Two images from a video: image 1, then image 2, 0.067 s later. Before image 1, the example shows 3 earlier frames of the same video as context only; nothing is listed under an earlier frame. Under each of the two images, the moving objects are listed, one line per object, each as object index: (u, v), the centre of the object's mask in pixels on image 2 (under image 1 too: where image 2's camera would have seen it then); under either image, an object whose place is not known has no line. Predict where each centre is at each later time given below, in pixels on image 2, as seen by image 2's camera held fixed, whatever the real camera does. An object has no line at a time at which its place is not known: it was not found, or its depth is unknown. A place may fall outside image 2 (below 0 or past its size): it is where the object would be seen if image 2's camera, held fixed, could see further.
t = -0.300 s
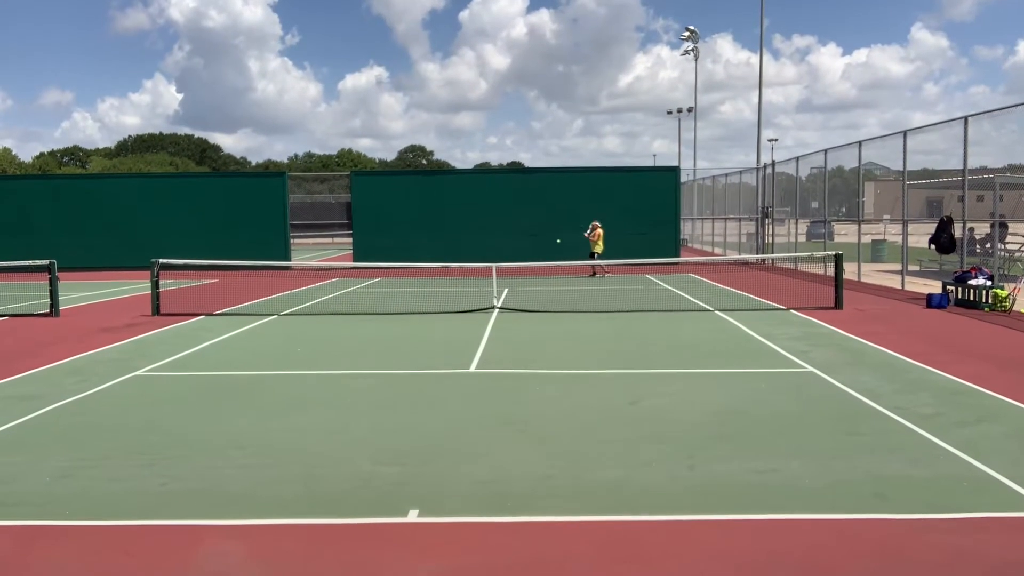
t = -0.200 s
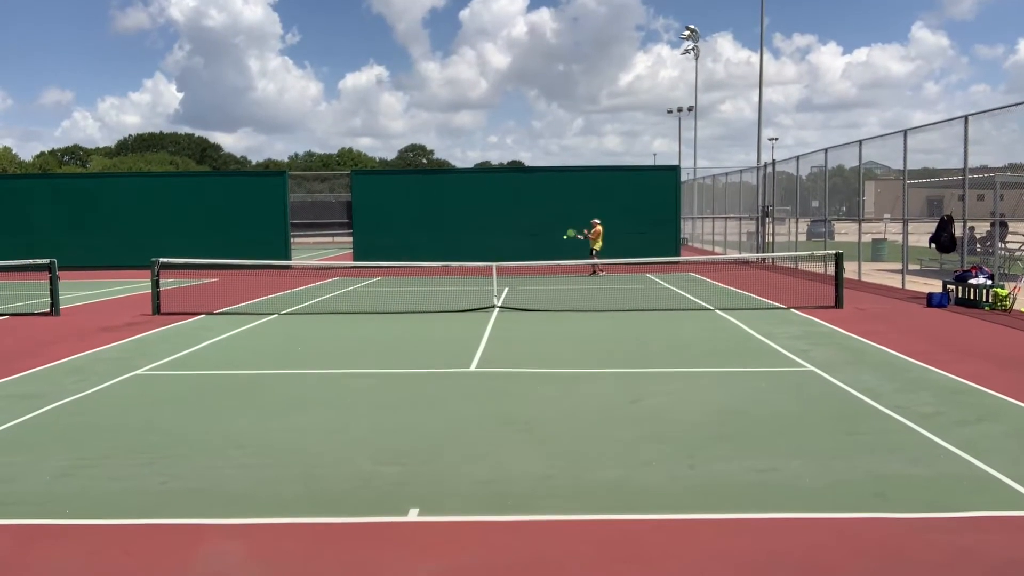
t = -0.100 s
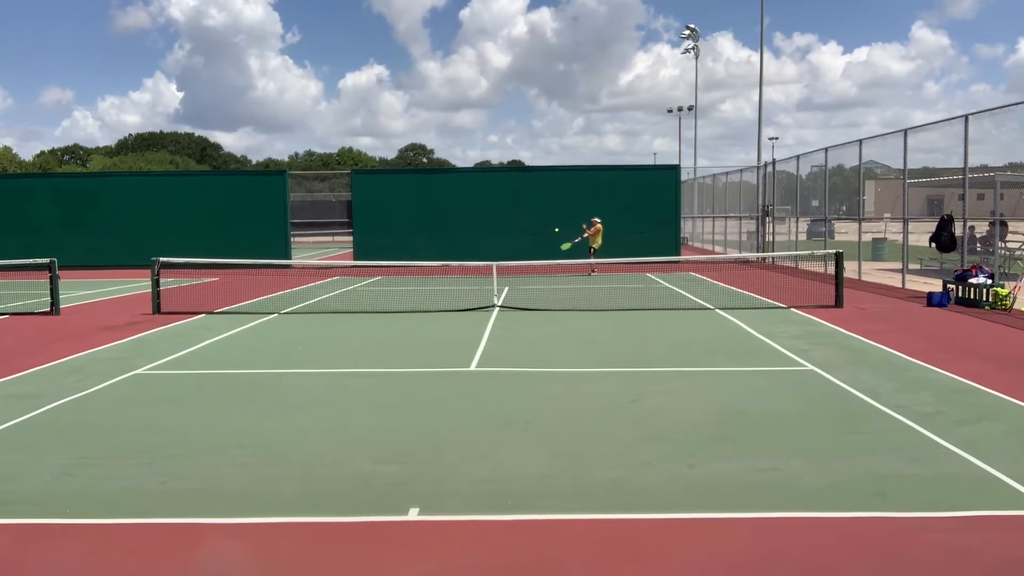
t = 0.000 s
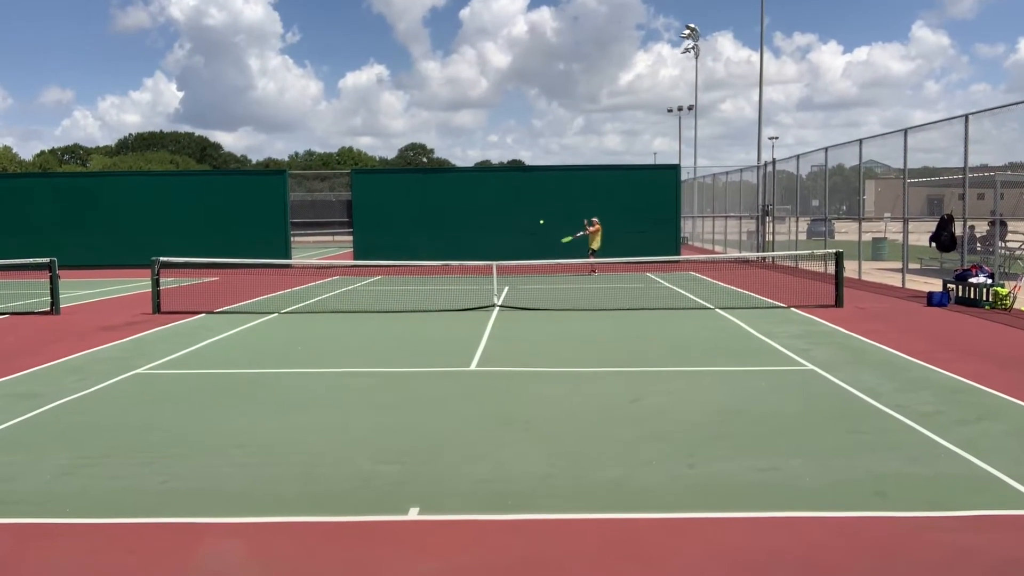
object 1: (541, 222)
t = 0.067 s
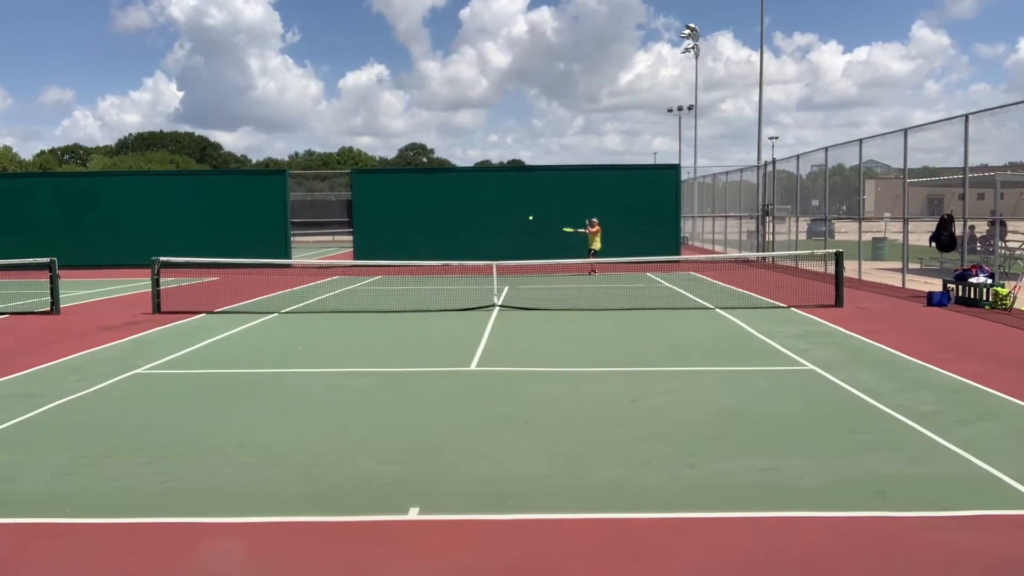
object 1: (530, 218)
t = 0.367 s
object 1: (475, 215)
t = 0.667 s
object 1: (401, 252)
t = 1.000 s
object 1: (271, 385)
